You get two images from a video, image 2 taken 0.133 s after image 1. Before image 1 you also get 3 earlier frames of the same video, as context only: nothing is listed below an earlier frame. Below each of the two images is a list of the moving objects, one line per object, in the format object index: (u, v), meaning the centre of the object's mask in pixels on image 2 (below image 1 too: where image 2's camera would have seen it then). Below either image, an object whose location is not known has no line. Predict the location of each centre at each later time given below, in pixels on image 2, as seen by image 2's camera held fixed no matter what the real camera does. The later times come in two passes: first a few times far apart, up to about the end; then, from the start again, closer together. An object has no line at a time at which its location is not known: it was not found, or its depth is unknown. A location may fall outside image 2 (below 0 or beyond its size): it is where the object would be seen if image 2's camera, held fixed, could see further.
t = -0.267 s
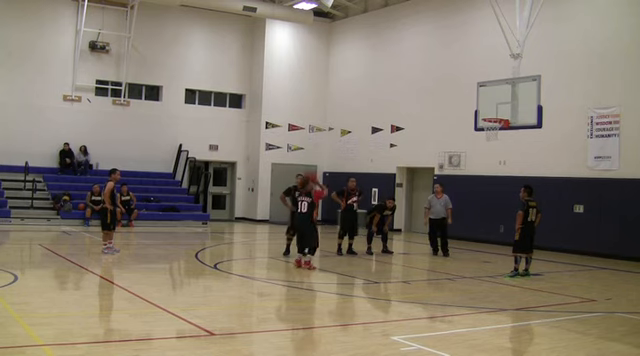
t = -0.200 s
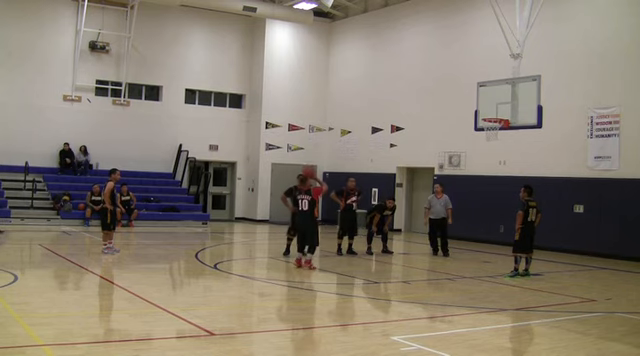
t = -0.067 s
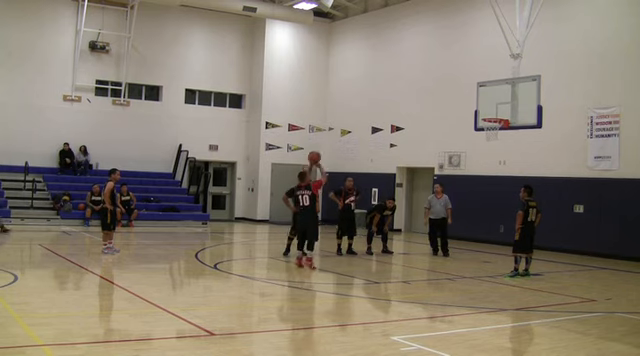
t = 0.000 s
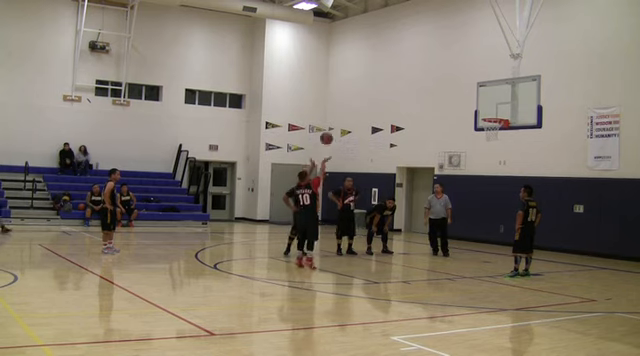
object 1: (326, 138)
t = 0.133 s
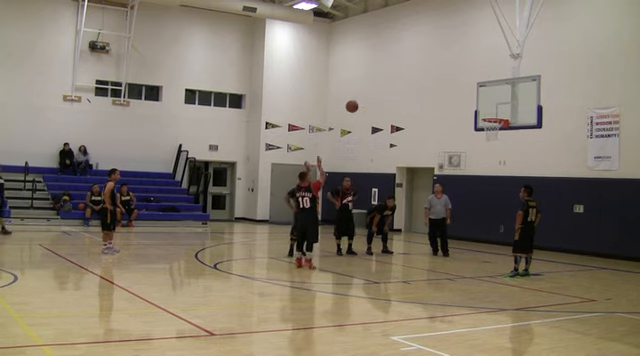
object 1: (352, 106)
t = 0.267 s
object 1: (376, 84)
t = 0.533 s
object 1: (419, 68)
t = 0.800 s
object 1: (459, 85)
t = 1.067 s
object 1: (493, 111)
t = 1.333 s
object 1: (499, 109)
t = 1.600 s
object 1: (491, 134)
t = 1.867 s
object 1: (480, 196)
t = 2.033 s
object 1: (471, 255)
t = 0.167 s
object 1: (358, 100)
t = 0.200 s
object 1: (364, 94)
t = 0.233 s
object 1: (370, 89)
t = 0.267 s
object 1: (376, 84)
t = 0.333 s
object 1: (387, 77)
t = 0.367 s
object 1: (393, 74)
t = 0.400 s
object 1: (398, 71)
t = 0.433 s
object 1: (403, 69)
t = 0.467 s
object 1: (408, 69)
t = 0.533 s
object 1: (419, 68)
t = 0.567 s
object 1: (425, 67)
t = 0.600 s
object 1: (430, 69)
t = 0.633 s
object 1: (434, 71)
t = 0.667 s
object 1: (439, 72)
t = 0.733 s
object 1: (449, 77)
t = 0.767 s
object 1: (454, 81)
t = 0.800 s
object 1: (459, 85)
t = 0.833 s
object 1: (463, 89)
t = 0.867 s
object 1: (468, 94)
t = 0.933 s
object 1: (477, 105)
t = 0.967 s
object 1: (481, 111)
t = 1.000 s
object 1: (485, 114)
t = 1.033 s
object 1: (489, 113)
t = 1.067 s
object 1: (493, 111)
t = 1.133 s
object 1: (502, 111)
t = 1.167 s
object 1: (505, 110)
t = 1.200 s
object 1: (504, 109)
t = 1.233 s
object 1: (503, 108)
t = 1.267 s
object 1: (502, 108)
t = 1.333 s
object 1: (499, 109)
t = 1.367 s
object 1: (499, 110)
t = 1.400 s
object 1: (498, 112)
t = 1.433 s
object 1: (496, 114)
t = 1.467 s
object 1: (495, 117)
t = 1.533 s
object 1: (493, 125)
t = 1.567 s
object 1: (492, 129)
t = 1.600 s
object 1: (491, 134)
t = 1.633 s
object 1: (489, 140)
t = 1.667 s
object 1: (488, 146)
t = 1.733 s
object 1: (485, 160)
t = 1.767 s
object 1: (484, 168)
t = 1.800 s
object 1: (482, 178)
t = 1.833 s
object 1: (481, 186)
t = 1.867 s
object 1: (480, 196)
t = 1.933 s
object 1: (477, 217)
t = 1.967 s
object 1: (475, 230)
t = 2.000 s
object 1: (473, 241)
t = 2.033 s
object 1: (471, 255)
